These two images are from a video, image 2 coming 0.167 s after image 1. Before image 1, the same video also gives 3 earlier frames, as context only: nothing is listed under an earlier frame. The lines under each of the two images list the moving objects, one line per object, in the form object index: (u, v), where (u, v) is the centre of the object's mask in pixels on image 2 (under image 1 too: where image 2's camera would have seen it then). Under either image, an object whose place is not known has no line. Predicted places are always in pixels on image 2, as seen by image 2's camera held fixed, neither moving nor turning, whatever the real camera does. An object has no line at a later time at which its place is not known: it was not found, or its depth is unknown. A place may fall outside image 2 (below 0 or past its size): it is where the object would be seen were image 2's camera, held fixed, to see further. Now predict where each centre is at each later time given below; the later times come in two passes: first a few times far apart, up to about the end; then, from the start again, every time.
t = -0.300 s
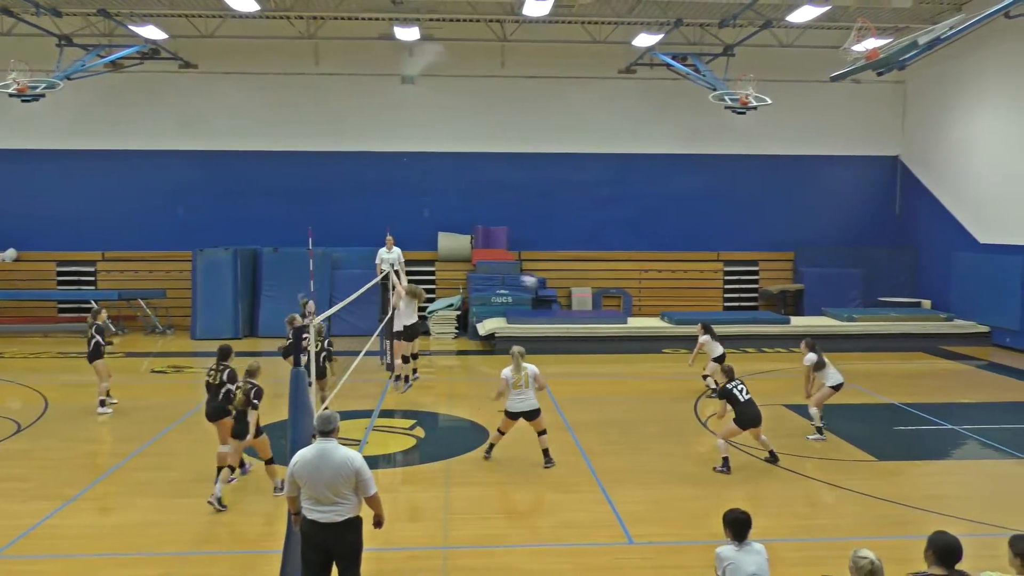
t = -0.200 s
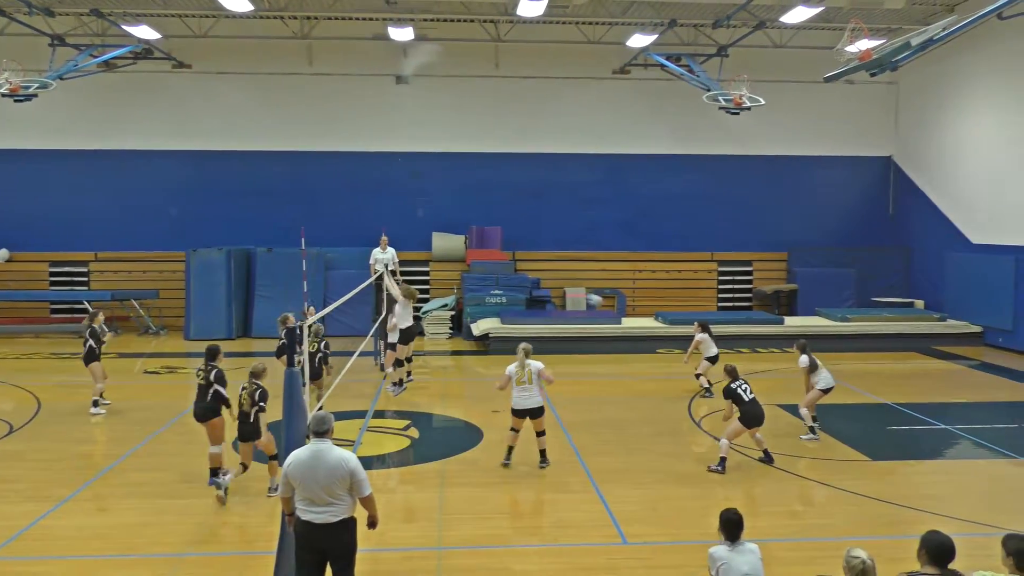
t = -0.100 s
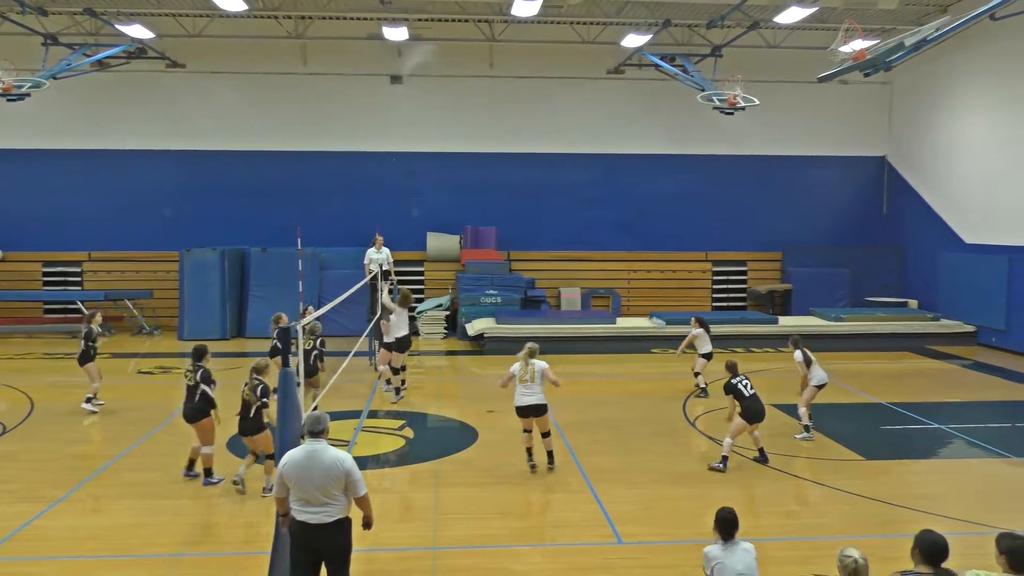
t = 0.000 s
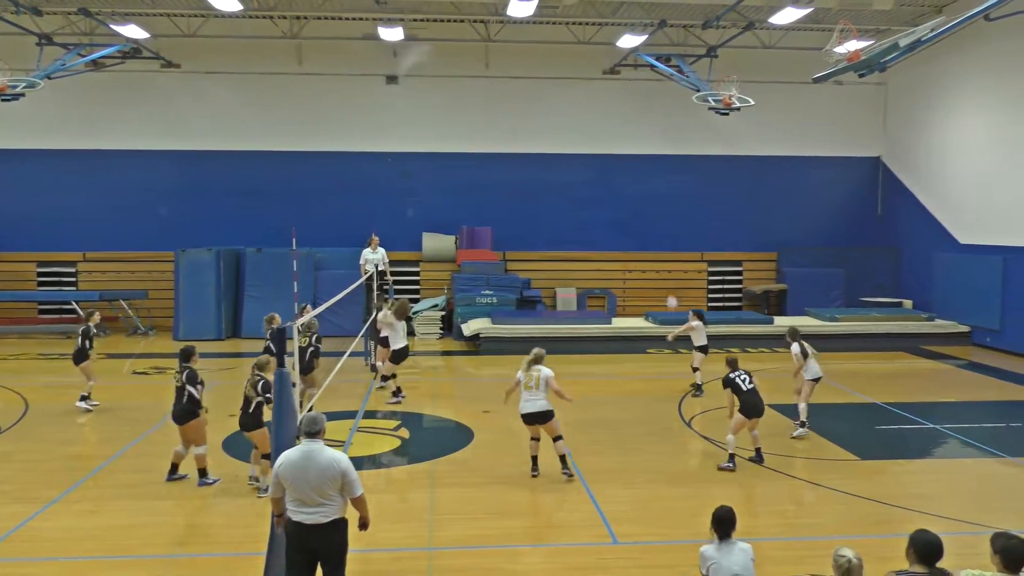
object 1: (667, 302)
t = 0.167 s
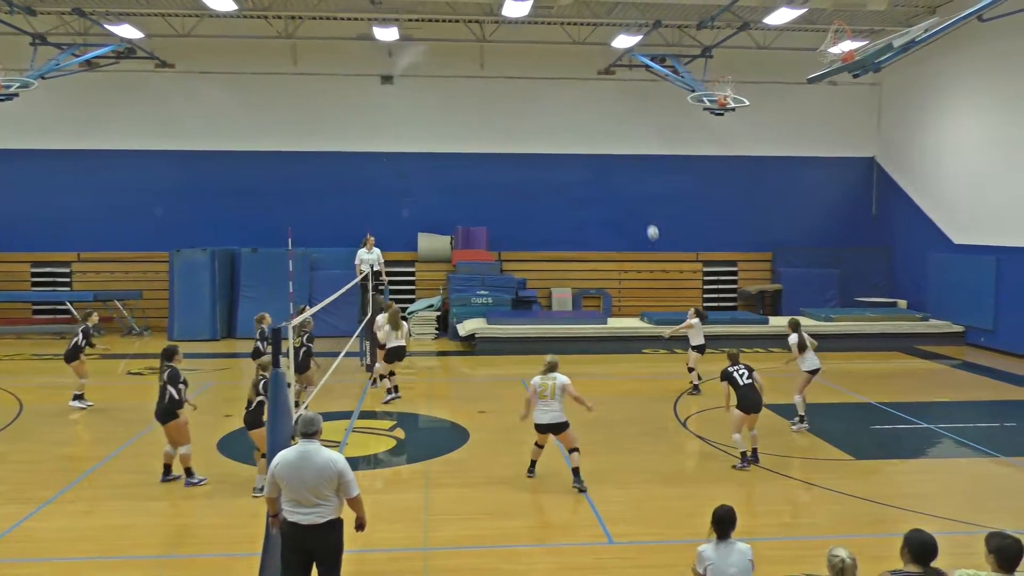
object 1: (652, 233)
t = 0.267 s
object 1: (644, 196)
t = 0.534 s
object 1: (623, 125)
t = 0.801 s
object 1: (603, 90)
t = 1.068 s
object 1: (583, 93)
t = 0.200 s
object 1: (650, 220)
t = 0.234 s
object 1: (647, 208)
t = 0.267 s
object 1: (644, 196)
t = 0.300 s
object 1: (642, 186)
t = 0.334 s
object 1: (639, 175)
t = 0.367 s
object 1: (636, 166)
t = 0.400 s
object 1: (634, 157)
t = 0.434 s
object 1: (631, 148)
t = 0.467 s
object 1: (627, 139)
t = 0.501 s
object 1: (625, 131)
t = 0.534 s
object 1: (623, 125)
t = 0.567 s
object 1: (620, 119)
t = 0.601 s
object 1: (619, 113)
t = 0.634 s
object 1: (615, 108)
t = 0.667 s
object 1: (613, 103)
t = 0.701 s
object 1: (611, 99)
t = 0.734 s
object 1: (608, 95)
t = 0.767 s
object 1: (605, 92)
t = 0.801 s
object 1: (603, 90)
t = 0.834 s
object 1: (600, 89)
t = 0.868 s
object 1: (598, 87)
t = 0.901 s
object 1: (595, 87)
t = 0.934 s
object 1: (592, 87)
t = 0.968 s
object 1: (590, 87)
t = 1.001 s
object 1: (587, 89)
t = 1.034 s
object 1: (584, 91)
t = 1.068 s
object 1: (583, 93)
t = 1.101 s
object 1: (580, 97)
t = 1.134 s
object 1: (576, 100)
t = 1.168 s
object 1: (574, 105)
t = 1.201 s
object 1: (571, 110)
